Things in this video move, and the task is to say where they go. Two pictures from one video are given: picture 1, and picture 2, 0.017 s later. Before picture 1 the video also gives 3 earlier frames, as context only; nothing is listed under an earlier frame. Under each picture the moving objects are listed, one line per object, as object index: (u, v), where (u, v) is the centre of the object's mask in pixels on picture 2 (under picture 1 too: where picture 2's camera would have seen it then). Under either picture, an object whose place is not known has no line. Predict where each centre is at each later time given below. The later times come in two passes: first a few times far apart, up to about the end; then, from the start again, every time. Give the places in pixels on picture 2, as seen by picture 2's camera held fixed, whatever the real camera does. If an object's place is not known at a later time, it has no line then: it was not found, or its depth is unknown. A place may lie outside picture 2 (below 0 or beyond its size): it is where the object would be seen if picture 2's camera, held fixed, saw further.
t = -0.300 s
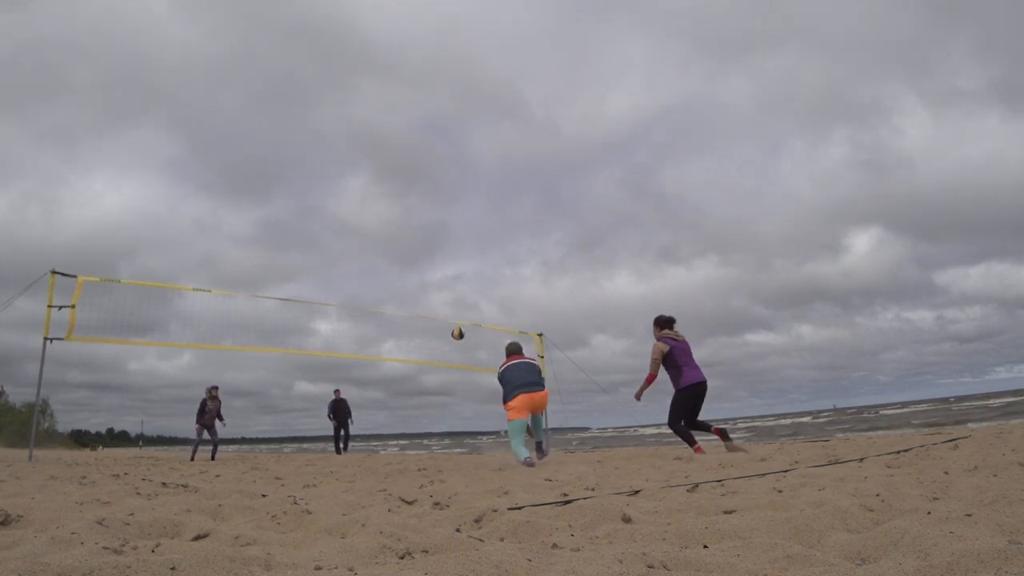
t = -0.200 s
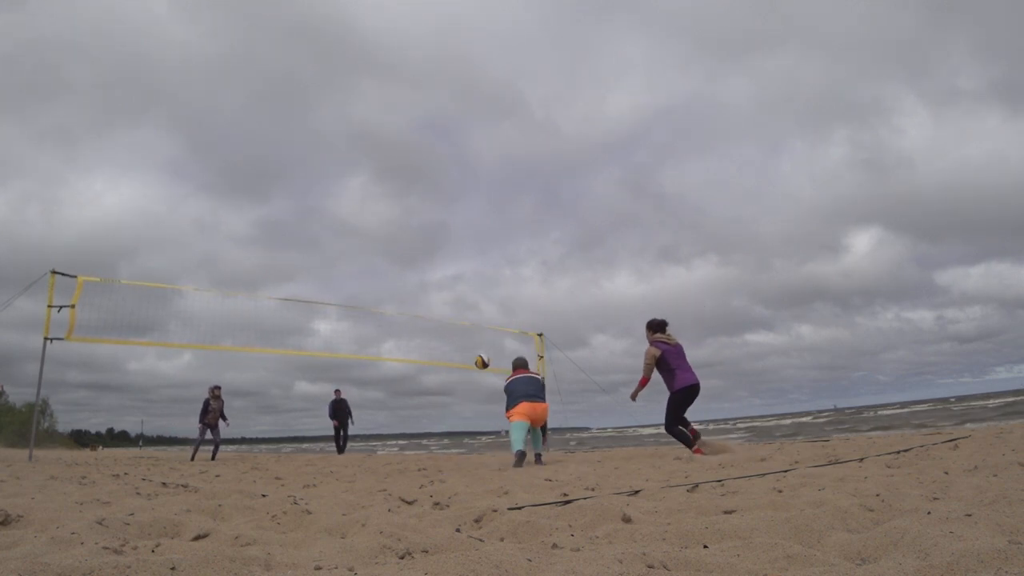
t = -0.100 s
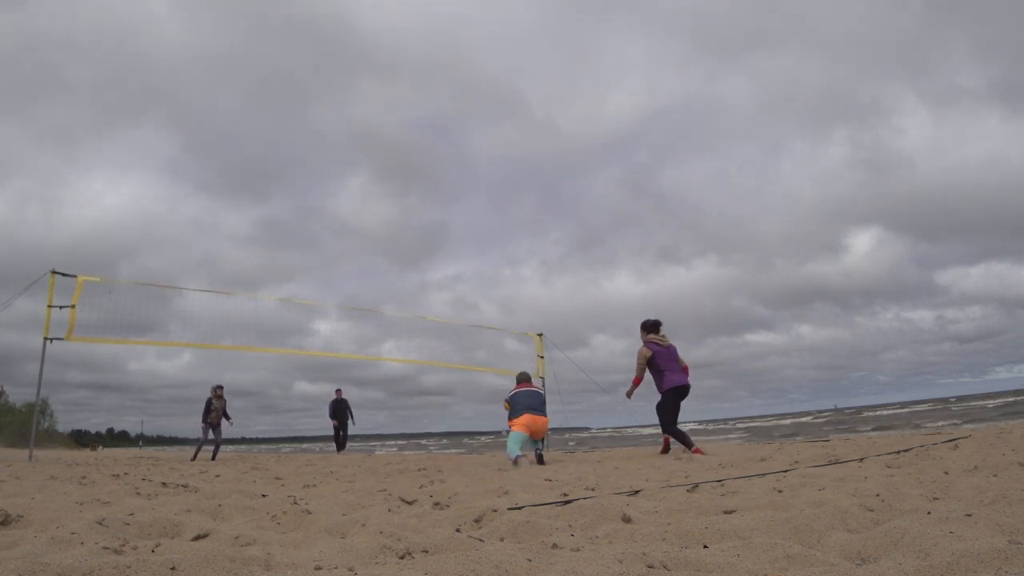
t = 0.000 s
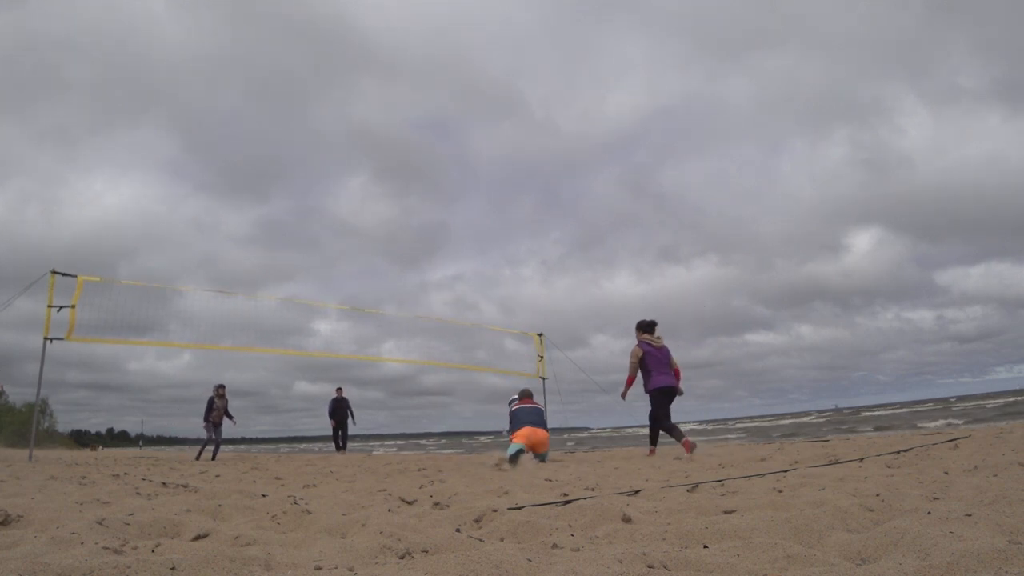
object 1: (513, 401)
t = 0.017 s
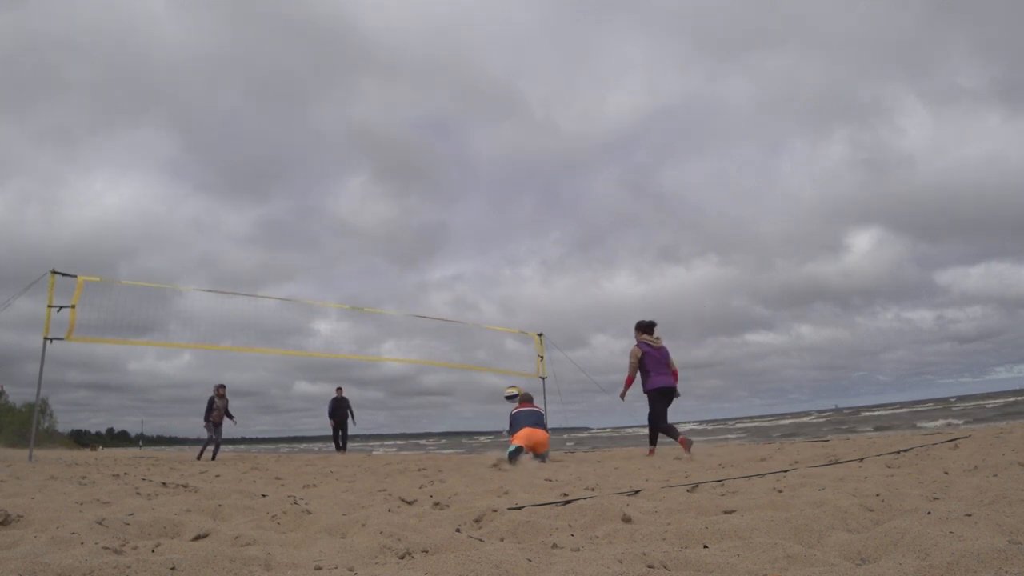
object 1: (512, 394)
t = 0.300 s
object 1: (451, 280)
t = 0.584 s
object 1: (400, 227)
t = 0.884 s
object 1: (350, 218)
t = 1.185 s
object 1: (301, 249)
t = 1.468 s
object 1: (252, 313)
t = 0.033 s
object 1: (508, 385)
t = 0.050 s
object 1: (504, 376)
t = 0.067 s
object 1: (500, 368)
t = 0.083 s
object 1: (496, 360)
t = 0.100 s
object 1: (493, 352)
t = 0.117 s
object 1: (489, 345)
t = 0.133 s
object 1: (485, 337)
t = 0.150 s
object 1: (481, 331)
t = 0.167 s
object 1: (478, 324)
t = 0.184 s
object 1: (474, 318)
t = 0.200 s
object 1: (471, 311)
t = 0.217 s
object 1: (468, 306)
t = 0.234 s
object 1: (464, 300)
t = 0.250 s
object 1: (461, 295)
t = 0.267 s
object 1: (457, 290)
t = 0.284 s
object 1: (454, 285)
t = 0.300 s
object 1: (451, 280)
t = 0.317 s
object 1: (448, 275)
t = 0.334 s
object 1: (445, 272)
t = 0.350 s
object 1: (441, 267)
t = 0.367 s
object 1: (439, 263)
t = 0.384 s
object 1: (435, 259)
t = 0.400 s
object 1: (432, 256)
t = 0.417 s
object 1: (429, 252)
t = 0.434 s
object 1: (426, 249)
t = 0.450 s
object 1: (424, 246)
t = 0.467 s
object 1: (420, 243)
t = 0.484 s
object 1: (418, 241)
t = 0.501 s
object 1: (414, 238)
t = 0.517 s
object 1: (411, 236)
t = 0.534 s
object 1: (408, 233)
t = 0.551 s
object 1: (405, 231)
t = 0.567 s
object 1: (403, 230)
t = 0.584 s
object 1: (400, 227)
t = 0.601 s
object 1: (397, 226)
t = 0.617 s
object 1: (394, 224)
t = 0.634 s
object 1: (391, 223)
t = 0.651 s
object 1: (388, 222)
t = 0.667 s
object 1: (385, 221)
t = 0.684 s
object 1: (383, 220)
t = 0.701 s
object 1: (380, 219)
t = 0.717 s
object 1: (378, 219)
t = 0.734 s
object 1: (374, 218)
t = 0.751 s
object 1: (372, 218)
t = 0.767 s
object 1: (369, 217)
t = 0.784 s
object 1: (366, 217)
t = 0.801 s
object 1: (364, 217)
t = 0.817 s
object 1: (361, 217)
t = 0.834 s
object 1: (359, 217)
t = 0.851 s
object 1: (356, 217)
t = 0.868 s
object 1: (353, 218)
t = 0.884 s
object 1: (350, 218)
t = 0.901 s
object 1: (347, 219)
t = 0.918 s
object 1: (345, 220)
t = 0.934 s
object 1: (342, 221)
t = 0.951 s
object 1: (339, 222)
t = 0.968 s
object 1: (337, 223)
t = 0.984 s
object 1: (334, 224)
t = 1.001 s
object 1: (331, 225)
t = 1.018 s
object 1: (329, 227)
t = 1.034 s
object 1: (326, 229)
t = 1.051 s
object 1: (323, 231)
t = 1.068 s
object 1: (320, 232)
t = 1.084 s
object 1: (318, 234)
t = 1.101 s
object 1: (315, 237)
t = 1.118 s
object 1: (312, 238)
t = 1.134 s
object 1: (309, 241)
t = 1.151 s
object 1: (306, 244)
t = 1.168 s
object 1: (304, 246)
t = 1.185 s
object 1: (301, 249)
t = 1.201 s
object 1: (299, 252)
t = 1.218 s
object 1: (295, 255)
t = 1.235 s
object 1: (292, 257)
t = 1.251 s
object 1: (290, 261)
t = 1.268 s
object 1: (287, 264)
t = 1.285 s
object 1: (285, 268)
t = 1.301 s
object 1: (281, 271)
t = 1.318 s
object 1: (279, 275)
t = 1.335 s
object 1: (275, 279)
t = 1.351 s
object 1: (273, 282)
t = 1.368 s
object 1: (270, 286)
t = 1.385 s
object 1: (267, 291)
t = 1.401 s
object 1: (264, 295)
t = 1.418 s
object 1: (261, 299)
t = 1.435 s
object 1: (259, 304)
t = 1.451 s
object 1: (256, 308)
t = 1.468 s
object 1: (252, 313)
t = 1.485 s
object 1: (250, 318)
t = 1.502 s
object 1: (247, 323)
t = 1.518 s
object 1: (244, 329)
